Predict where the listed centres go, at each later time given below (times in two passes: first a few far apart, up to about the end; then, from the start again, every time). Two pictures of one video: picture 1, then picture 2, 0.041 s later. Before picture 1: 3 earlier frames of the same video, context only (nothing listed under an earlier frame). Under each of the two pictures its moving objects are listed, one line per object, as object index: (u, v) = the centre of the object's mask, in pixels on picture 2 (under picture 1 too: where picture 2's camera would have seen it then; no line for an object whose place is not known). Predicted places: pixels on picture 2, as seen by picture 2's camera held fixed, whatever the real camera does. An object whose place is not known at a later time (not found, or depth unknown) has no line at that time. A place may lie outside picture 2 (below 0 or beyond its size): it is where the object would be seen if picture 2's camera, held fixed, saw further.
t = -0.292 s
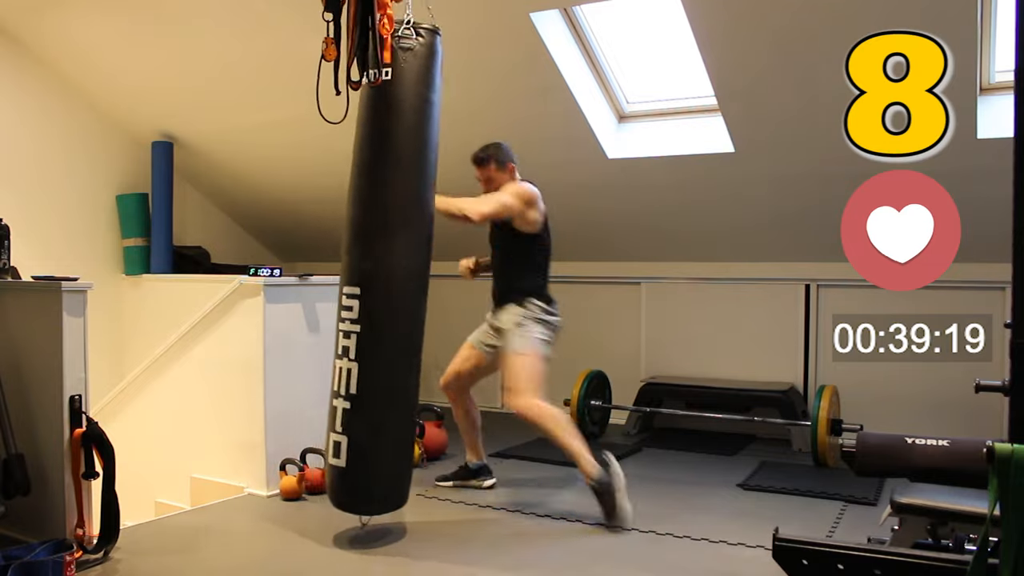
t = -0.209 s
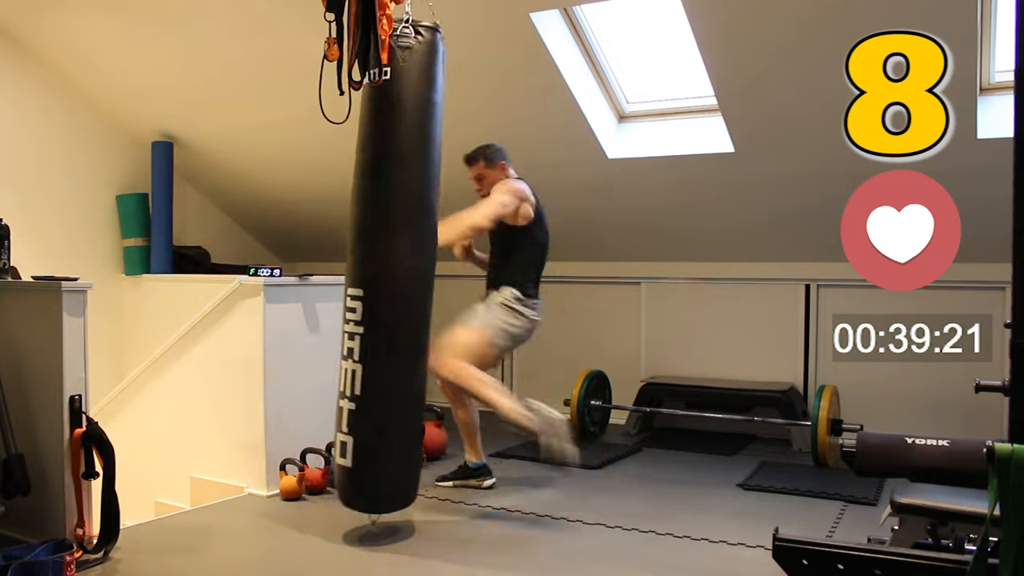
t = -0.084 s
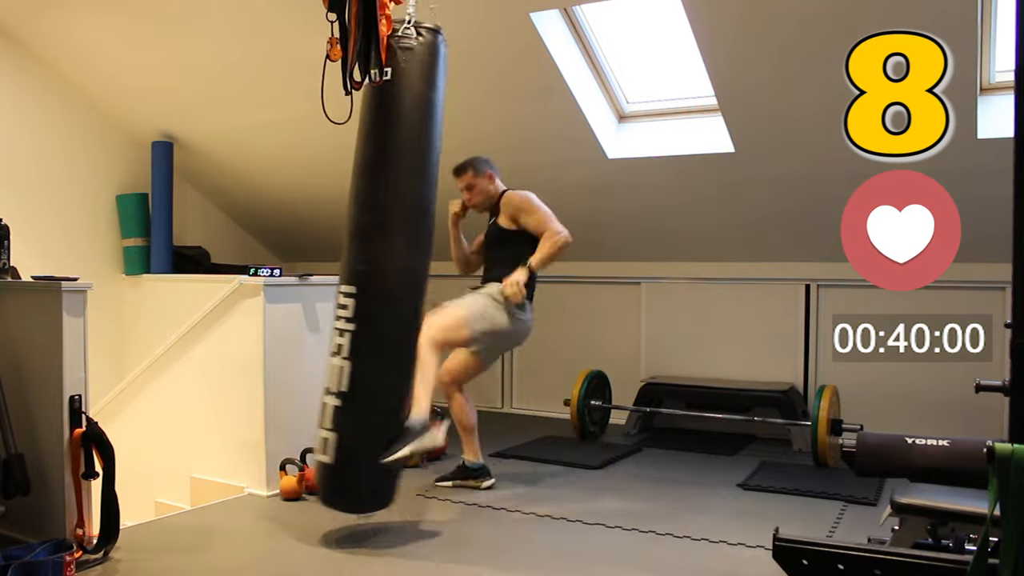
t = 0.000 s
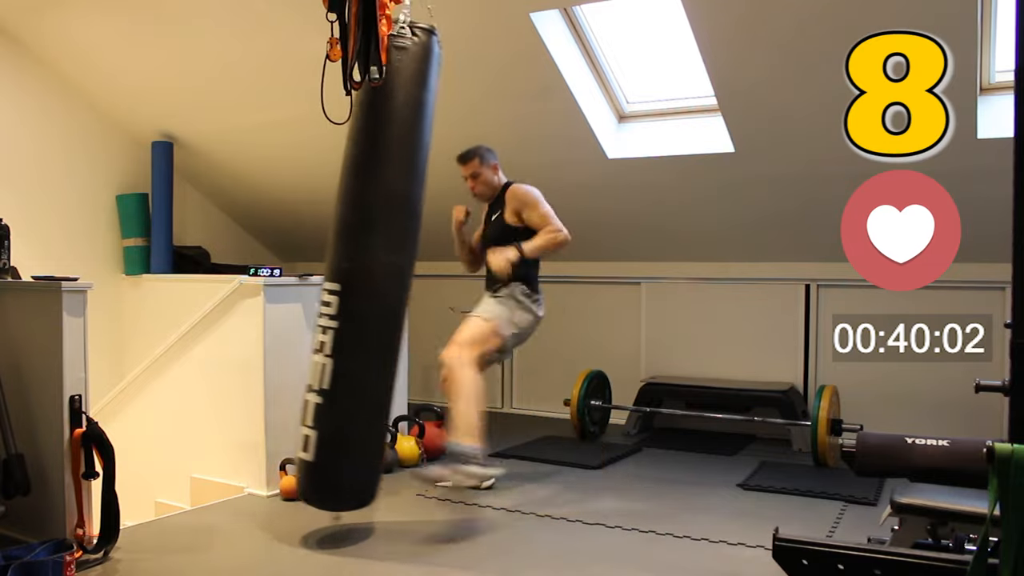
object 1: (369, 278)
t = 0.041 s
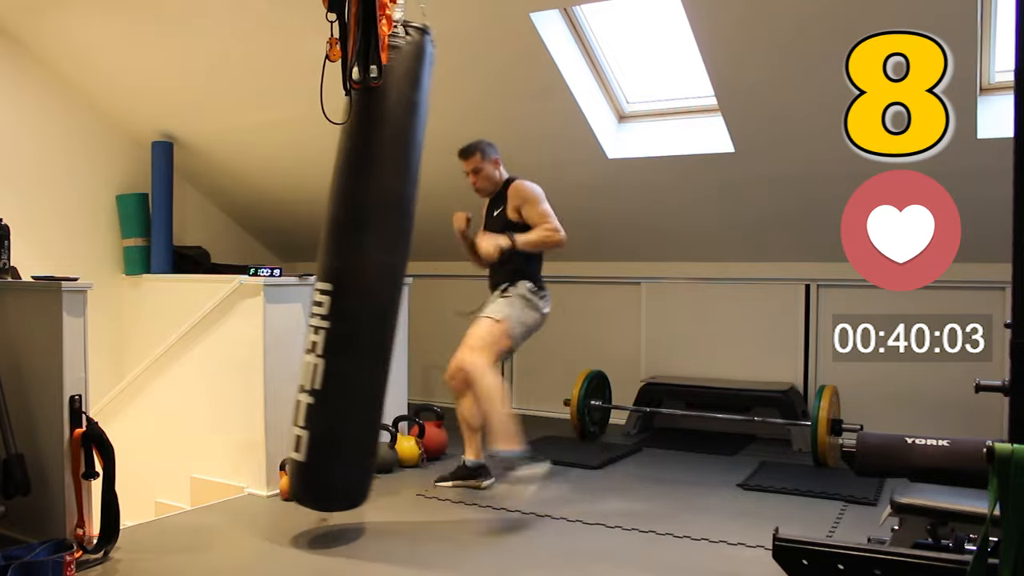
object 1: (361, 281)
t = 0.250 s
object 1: (335, 281)
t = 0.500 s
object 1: (325, 281)
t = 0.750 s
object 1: (345, 280)
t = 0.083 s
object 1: (353, 282)
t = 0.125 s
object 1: (347, 282)
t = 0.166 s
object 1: (342, 281)
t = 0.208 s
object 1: (338, 281)
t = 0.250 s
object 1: (335, 281)
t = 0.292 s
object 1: (332, 281)
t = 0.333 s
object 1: (329, 281)
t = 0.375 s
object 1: (327, 282)
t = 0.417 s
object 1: (325, 281)
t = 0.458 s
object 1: (325, 282)
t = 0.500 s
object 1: (325, 281)
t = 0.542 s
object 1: (327, 283)
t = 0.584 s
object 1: (329, 281)
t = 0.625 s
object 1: (333, 280)
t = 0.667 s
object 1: (337, 280)
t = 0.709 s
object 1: (341, 279)
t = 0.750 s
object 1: (345, 280)
